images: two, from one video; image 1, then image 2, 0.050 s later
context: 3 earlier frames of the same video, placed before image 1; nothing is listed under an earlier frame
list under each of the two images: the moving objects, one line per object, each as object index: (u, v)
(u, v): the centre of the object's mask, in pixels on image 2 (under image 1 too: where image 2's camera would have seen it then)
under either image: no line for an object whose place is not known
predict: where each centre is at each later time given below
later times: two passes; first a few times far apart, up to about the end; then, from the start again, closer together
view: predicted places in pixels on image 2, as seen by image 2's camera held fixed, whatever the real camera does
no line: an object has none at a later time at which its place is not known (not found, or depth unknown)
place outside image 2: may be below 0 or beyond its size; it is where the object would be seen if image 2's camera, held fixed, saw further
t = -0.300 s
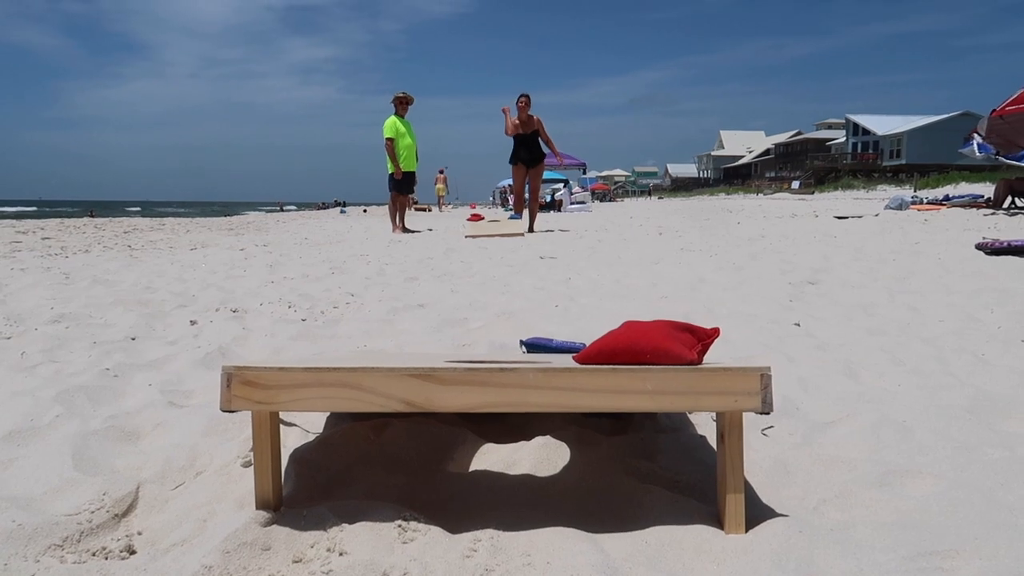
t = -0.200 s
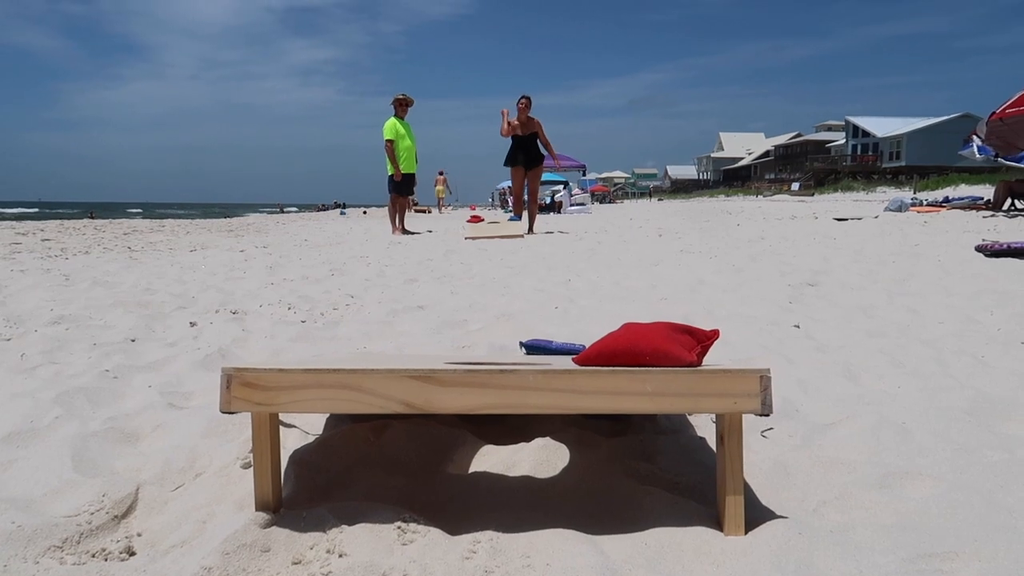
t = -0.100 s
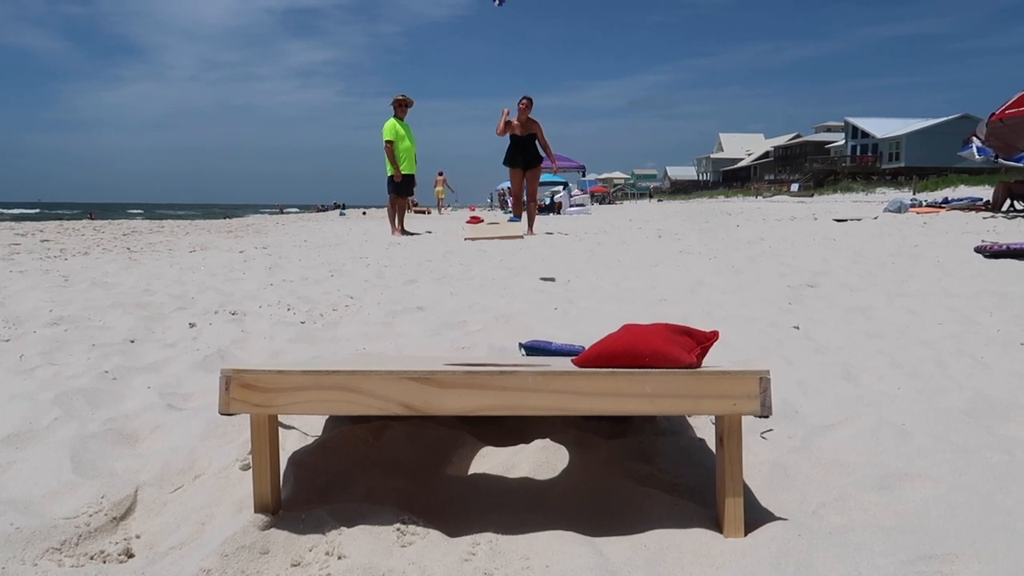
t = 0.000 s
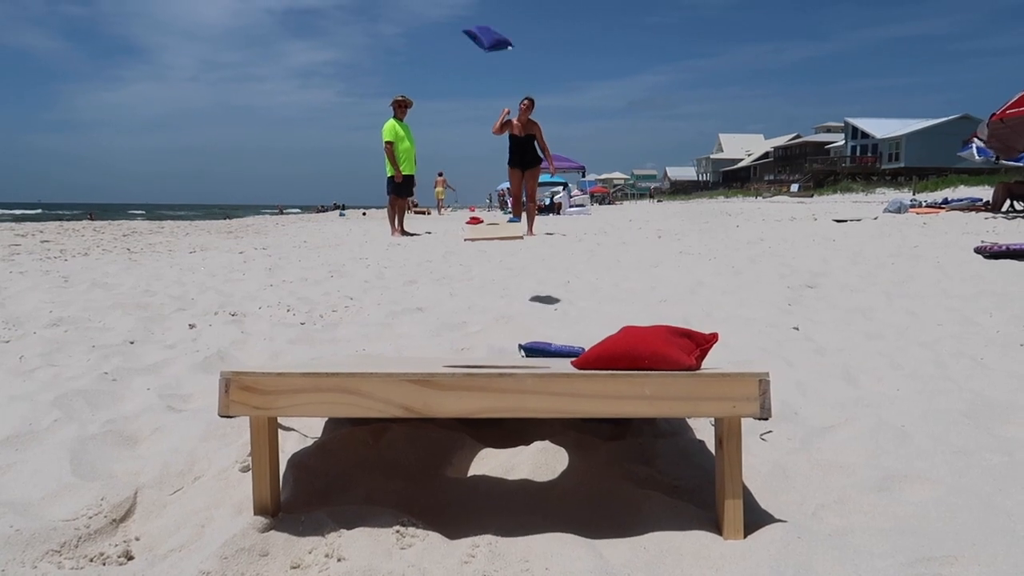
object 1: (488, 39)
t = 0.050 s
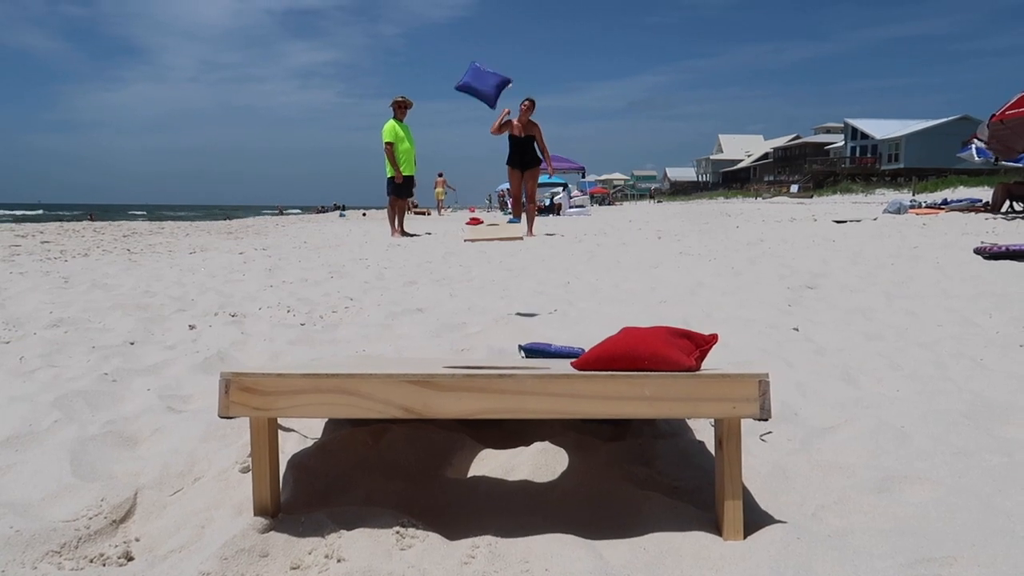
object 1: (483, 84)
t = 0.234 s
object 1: (476, 340)
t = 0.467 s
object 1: (517, 345)
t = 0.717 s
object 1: (509, 344)
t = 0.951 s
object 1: (507, 448)
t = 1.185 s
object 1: (512, 450)
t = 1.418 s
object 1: (512, 449)
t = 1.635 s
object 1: (512, 449)
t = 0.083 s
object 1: (479, 126)
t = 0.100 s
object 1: (477, 152)
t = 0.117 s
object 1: (474, 181)
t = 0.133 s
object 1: (472, 215)
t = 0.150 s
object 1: (469, 255)
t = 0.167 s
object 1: (465, 301)
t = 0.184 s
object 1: (465, 341)
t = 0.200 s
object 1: (470, 346)
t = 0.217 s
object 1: (474, 343)
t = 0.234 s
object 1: (476, 340)
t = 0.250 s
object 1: (479, 338)
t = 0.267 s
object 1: (482, 337)
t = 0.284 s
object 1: (486, 337)
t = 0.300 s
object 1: (489, 336)
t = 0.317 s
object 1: (493, 336)
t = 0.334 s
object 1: (498, 336)
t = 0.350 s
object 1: (503, 337)
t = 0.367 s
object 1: (507, 338)
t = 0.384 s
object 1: (512, 339)
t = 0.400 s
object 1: (518, 342)
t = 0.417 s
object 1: (524, 344)
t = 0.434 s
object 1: (527, 349)
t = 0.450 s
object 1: (519, 348)
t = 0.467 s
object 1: (517, 345)
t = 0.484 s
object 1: (516, 342)
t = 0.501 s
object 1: (514, 341)
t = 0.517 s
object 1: (512, 340)
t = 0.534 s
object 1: (511, 340)
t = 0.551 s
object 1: (511, 341)
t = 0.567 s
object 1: (510, 341)
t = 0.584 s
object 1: (510, 342)
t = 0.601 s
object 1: (509, 342)
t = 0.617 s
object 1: (509, 342)
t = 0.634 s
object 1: (509, 342)
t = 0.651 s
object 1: (509, 343)
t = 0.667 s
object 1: (509, 343)
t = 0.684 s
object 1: (509, 343)
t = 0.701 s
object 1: (509, 344)
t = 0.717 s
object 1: (509, 344)
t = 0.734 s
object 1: (510, 345)
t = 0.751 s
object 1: (511, 346)
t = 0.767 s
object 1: (513, 347)
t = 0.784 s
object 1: (514, 348)
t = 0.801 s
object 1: (516, 350)
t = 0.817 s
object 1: (520, 351)
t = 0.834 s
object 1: (523, 352)
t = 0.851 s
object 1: (527, 354)
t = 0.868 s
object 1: (530, 355)
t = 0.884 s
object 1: (523, 357)
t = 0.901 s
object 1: (496, 434)
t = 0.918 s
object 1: (500, 443)
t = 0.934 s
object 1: (503, 445)
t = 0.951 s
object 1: (507, 448)
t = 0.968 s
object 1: (509, 449)
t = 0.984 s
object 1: (510, 449)
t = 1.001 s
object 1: (512, 450)
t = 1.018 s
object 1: (512, 450)
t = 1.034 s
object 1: (512, 450)
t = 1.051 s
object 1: (512, 450)
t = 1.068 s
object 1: (512, 450)
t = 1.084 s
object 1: (512, 450)
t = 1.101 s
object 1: (512, 450)
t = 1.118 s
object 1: (512, 450)
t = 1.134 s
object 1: (512, 450)
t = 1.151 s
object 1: (512, 450)
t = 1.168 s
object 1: (512, 450)
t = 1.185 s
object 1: (512, 450)
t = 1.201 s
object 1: (512, 450)
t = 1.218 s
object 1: (512, 450)
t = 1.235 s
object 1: (512, 450)
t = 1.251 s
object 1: (512, 449)
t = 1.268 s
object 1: (512, 449)
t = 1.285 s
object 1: (512, 450)
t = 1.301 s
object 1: (512, 449)
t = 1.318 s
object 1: (512, 450)
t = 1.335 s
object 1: (512, 449)
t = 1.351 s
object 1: (512, 449)
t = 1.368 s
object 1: (512, 449)
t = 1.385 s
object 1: (512, 449)
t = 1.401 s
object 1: (512, 449)
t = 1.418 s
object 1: (512, 449)
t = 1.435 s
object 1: (512, 450)
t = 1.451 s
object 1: (512, 449)
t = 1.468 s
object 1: (512, 449)
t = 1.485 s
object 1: (512, 449)
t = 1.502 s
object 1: (512, 449)
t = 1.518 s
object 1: (512, 449)
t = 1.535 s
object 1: (512, 449)
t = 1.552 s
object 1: (512, 449)
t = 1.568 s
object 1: (512, 449)
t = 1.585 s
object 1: (512, 449)
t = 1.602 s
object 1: (512, 449)
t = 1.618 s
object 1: (512, 449)
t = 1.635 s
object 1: (512, 449)
